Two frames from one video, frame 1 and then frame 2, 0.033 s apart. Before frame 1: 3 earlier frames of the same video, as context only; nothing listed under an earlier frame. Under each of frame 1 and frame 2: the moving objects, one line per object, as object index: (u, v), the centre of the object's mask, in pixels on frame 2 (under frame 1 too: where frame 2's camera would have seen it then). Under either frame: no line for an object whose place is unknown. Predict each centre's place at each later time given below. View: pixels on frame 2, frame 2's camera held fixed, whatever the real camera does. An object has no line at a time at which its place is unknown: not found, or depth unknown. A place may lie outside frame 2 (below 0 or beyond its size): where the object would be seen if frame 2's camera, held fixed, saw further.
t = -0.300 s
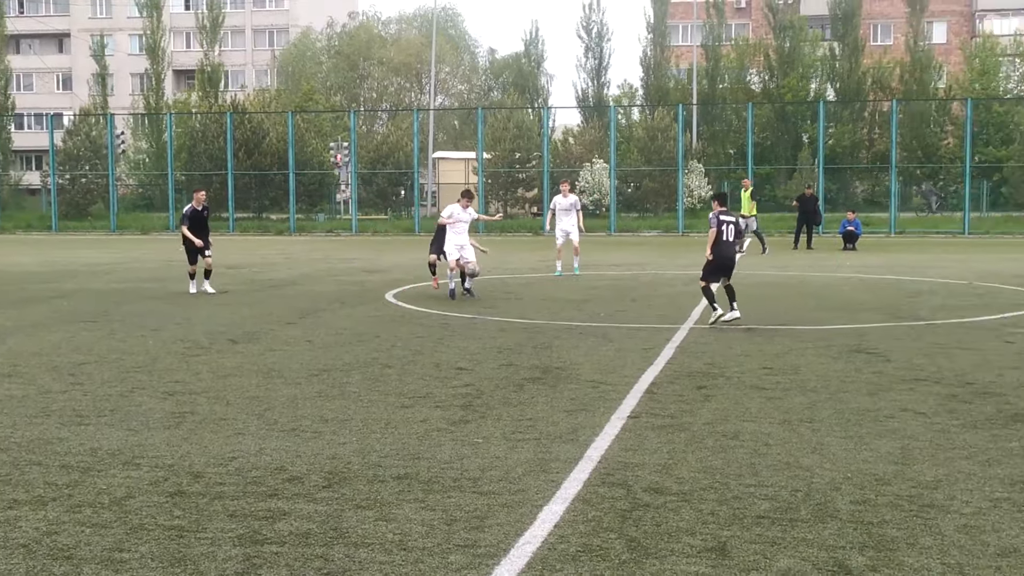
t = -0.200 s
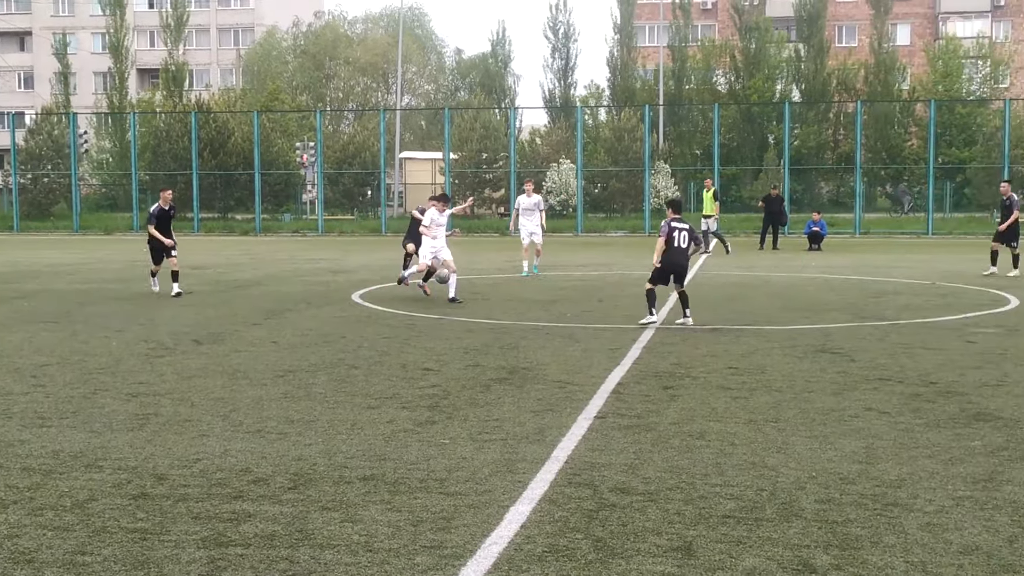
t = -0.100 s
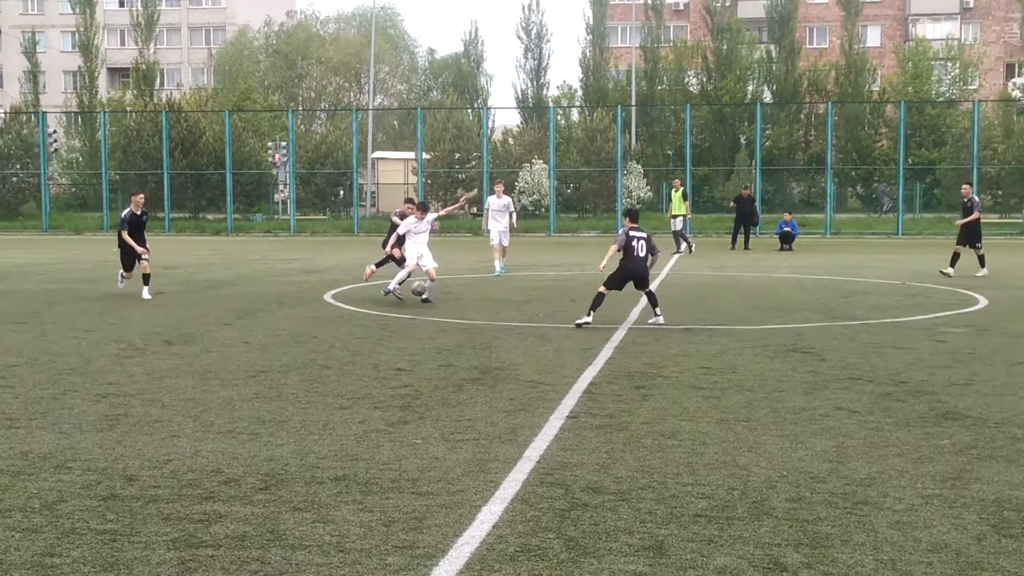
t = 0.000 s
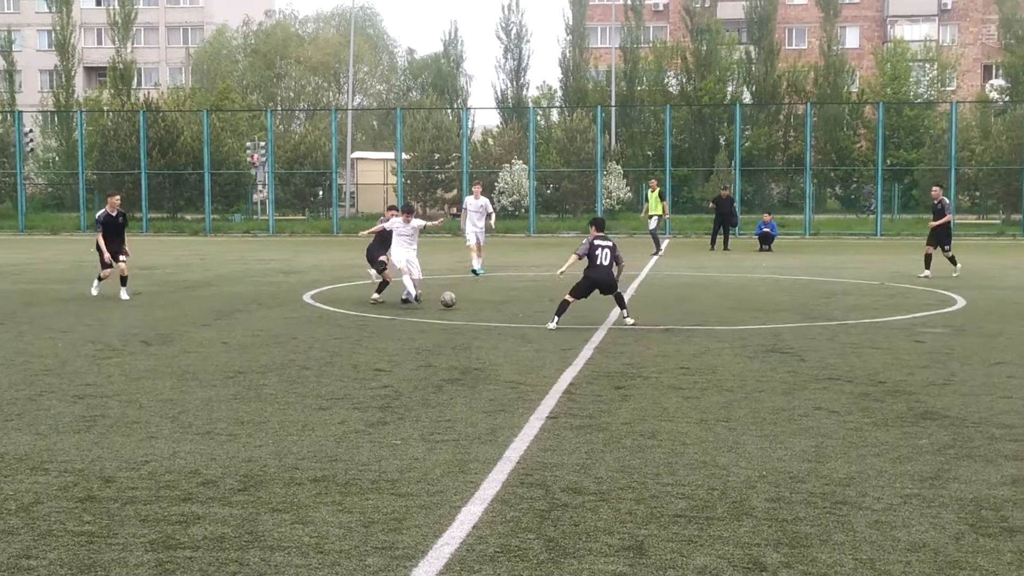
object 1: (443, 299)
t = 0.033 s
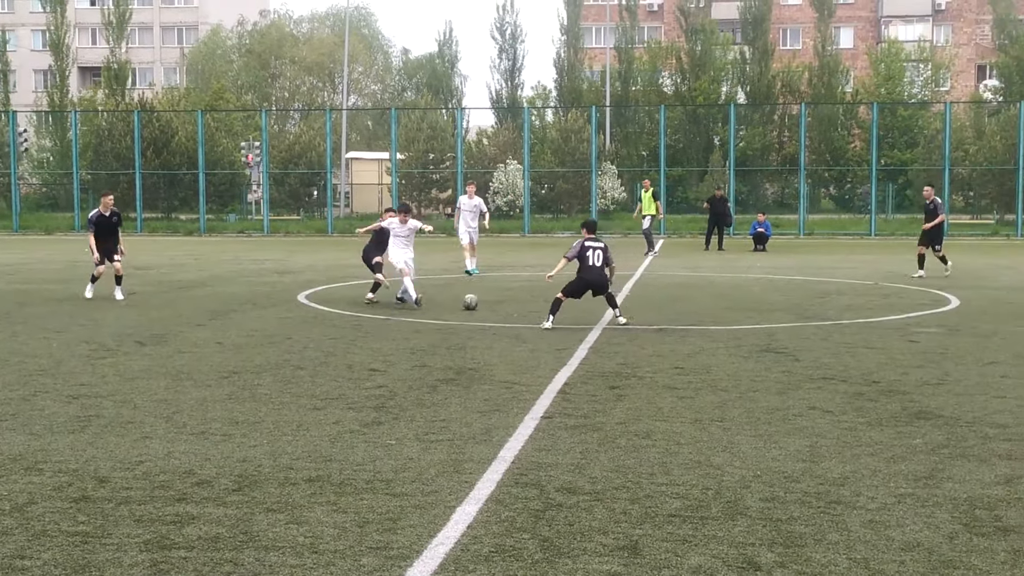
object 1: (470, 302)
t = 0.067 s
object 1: (495, 300)
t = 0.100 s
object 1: (520, 299)
